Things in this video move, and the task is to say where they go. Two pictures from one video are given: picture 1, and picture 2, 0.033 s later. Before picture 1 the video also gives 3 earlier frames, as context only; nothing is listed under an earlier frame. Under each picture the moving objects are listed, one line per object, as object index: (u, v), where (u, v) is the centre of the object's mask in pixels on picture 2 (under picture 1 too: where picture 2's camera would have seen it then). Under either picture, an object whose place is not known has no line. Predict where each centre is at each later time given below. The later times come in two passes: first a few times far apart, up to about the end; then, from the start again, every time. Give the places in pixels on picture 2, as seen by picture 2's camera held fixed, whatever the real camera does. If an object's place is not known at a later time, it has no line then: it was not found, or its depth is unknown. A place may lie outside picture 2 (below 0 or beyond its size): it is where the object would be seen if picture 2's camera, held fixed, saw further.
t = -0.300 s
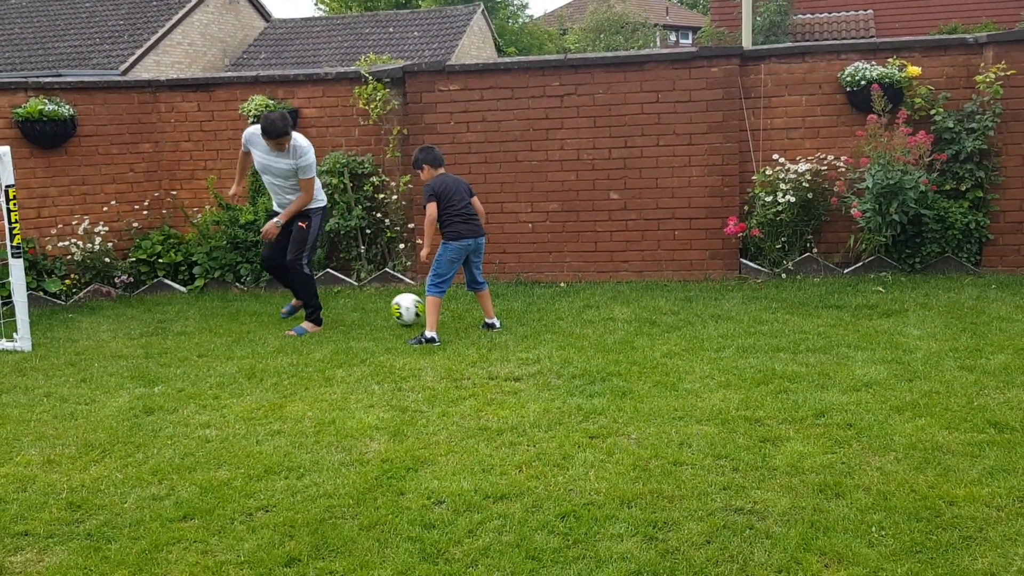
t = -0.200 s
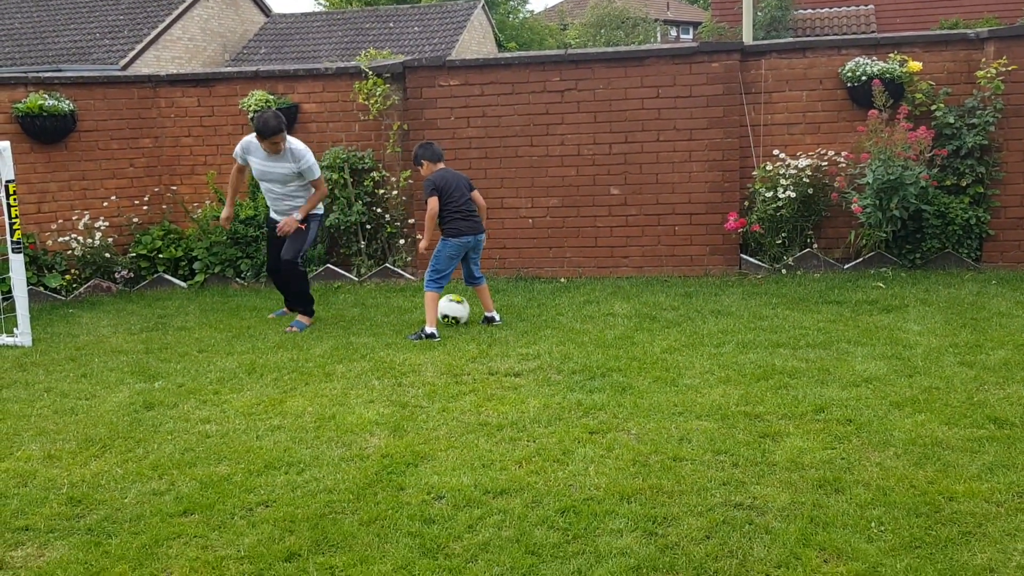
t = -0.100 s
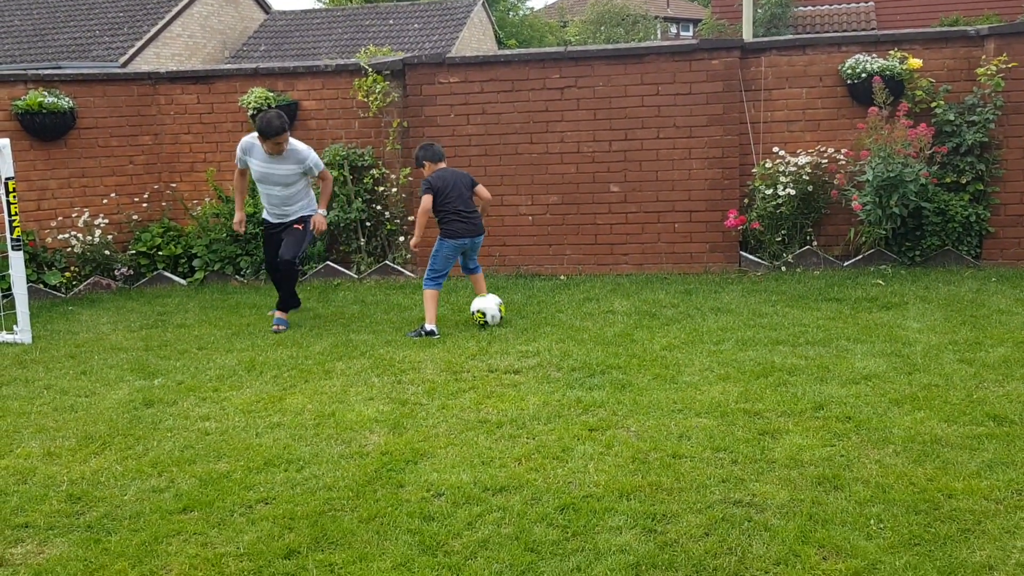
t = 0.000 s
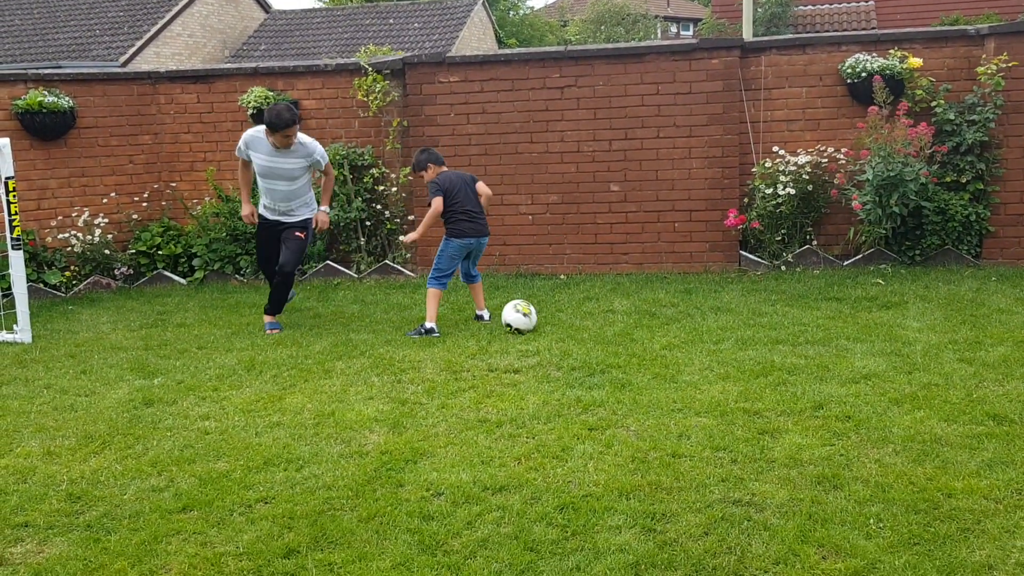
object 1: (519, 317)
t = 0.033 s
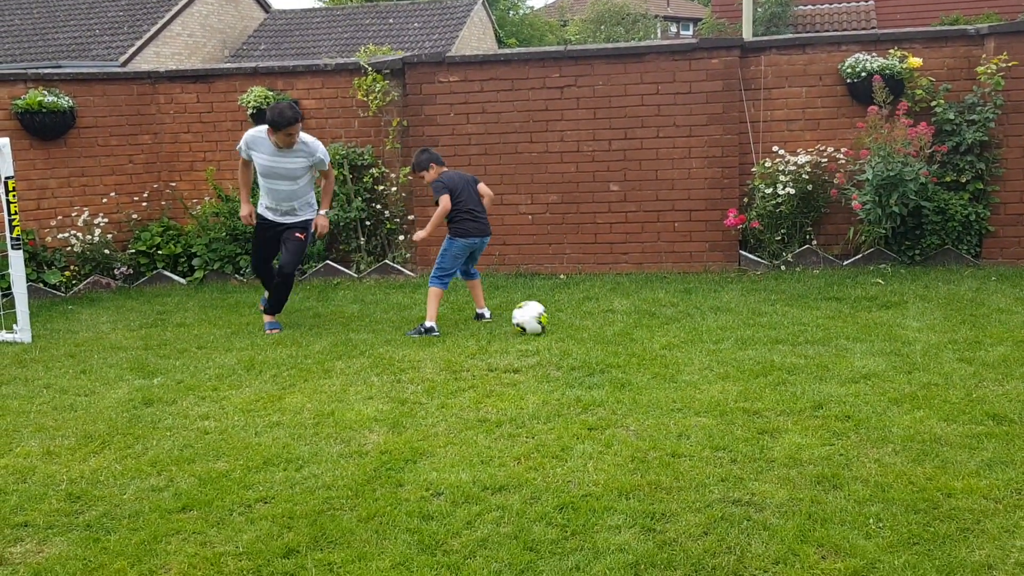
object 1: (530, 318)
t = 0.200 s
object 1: (586, 327)
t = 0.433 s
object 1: (671, 342)
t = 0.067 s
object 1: (541, 320)
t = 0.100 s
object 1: (553, 322)
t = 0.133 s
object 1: (563, 322)
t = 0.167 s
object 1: (575, 324)
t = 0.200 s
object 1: (586, 327)
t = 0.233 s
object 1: (597, 330)
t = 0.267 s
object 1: (608, 332)
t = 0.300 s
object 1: (621, 333)
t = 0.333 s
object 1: (633, 336)
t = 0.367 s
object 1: (646, 338)
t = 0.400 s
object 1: (659, 340)
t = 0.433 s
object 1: (671, 342)
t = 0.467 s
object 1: (683, 345)
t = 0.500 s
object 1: (696, 346)
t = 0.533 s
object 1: (708, 347)
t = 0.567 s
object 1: (722, 349)
